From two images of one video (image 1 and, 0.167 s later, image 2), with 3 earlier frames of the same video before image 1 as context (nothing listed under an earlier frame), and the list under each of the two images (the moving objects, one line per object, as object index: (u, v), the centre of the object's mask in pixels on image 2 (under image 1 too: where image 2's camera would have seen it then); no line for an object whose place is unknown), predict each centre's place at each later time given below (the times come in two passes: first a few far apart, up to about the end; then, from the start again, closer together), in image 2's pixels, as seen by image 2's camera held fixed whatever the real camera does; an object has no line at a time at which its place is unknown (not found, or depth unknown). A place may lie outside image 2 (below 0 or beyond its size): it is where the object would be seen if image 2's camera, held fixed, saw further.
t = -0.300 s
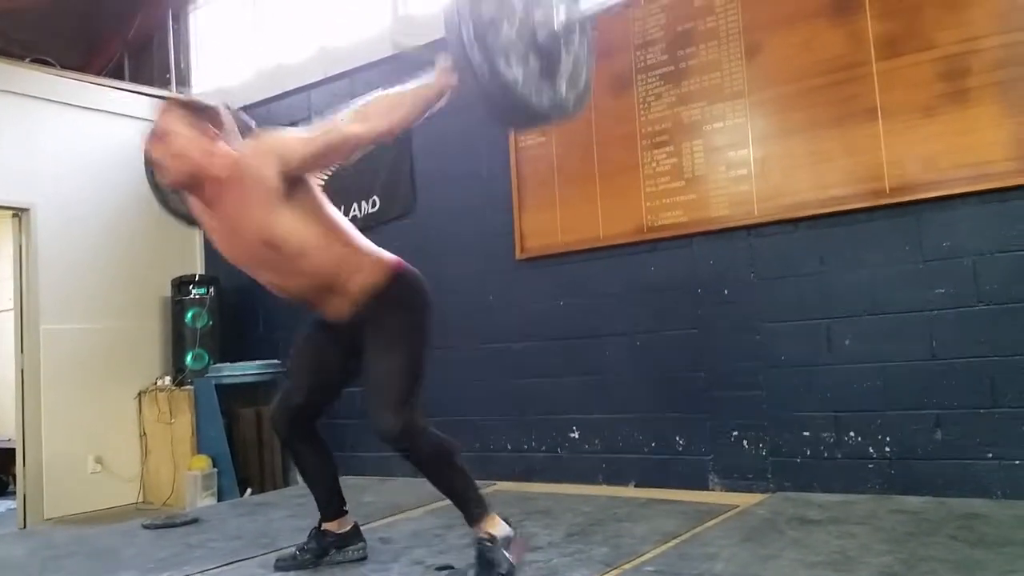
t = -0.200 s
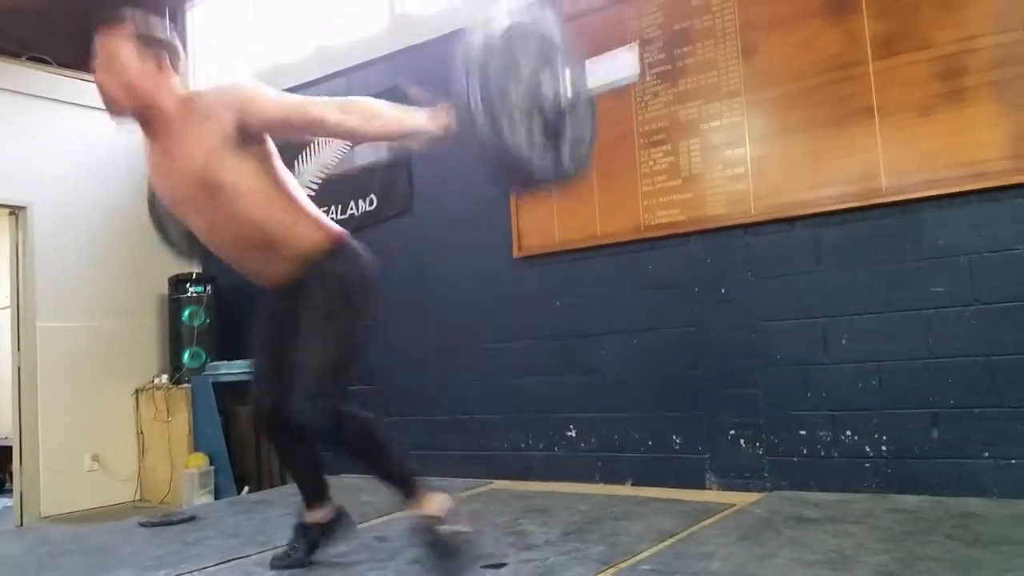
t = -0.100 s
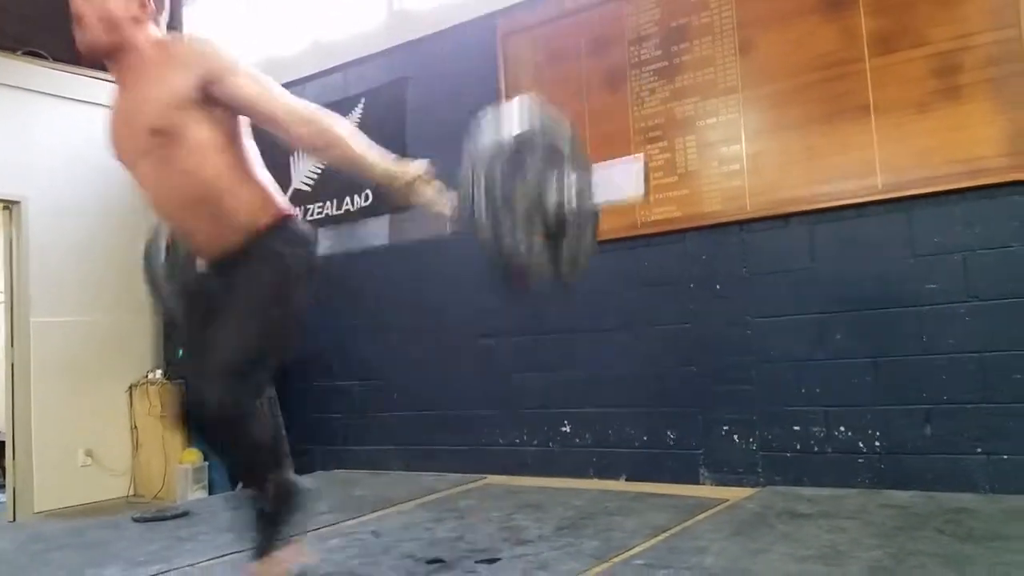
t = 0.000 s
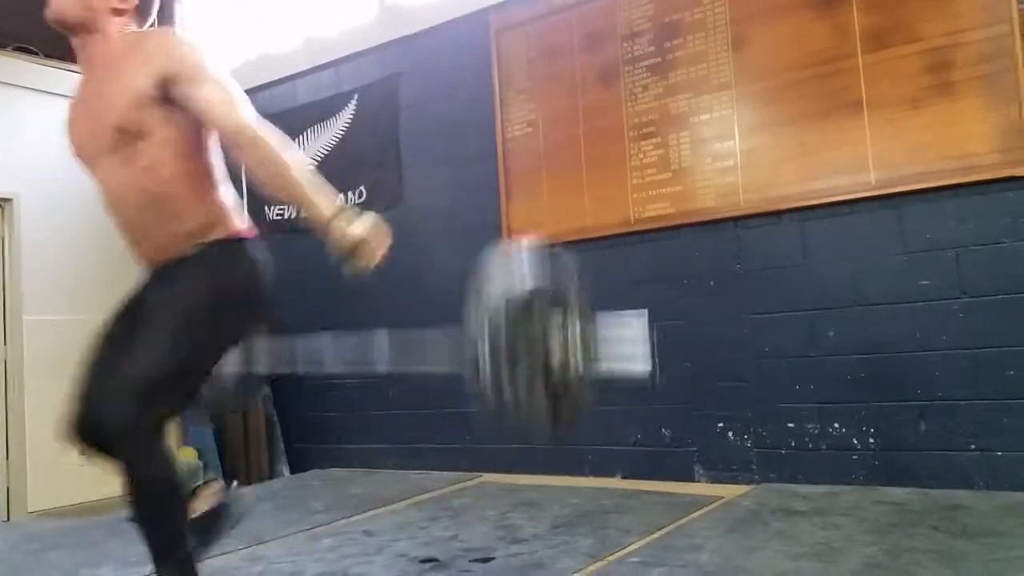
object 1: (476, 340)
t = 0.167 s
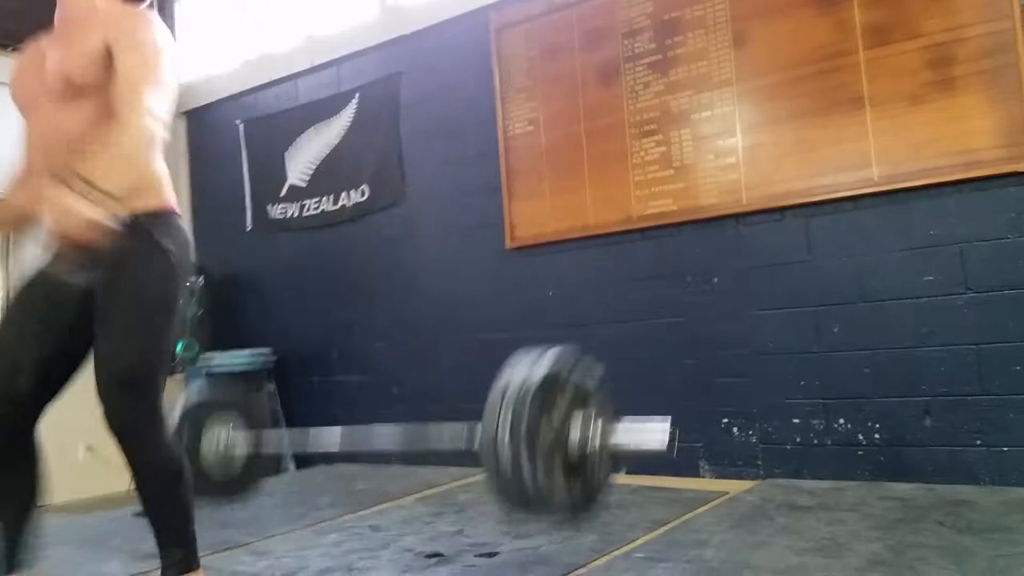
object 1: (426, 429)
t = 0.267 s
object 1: (418, 376)
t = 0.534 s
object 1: (441, 372)
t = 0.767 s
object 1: (462, 460)
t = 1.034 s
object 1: (482, 463)
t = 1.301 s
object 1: (500, 482)
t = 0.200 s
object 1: (430, 408)
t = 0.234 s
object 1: (424, 390)
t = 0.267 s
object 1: (418, 376)
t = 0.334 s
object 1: (428, 353)
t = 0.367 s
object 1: (429, 348)
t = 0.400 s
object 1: (431, 346)
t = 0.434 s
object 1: (436, 347)
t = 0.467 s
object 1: (438, 350)
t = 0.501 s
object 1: (441, 359)
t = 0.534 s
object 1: (441, 372)
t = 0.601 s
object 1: (447, 410)
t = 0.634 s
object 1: (447, 432)
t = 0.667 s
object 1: (456, 460)
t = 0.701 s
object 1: (455, 488)
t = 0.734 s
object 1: (461, 476)
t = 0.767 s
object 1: (462, 460)
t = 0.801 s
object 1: (460, 448)
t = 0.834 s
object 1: (461, 439)
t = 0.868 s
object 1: (466, 437)
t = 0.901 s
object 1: (468, 435)
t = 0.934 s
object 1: (471, 437)
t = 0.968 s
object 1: (472, 442)
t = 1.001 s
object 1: (475, 450)
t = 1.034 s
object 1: (482, 463)
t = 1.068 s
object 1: (486, 480)
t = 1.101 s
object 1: (485, 485)
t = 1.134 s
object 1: (489, 476)
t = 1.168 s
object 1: (491, 470)
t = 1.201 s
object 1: (491, 466)
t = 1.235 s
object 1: (497, 468)
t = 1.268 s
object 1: (497, 475)
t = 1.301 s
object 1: (500, 482)
